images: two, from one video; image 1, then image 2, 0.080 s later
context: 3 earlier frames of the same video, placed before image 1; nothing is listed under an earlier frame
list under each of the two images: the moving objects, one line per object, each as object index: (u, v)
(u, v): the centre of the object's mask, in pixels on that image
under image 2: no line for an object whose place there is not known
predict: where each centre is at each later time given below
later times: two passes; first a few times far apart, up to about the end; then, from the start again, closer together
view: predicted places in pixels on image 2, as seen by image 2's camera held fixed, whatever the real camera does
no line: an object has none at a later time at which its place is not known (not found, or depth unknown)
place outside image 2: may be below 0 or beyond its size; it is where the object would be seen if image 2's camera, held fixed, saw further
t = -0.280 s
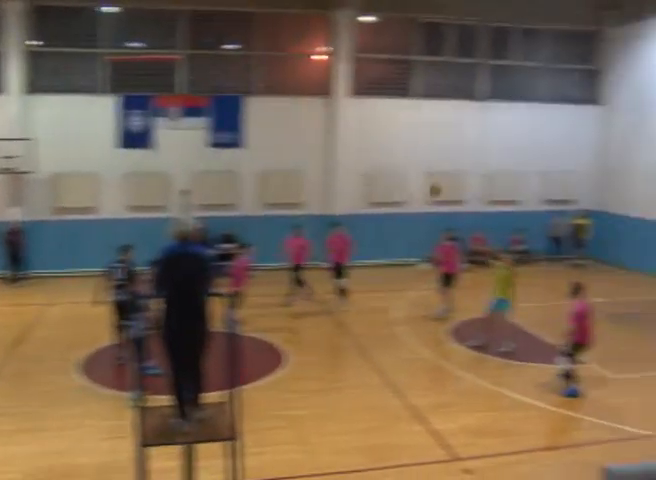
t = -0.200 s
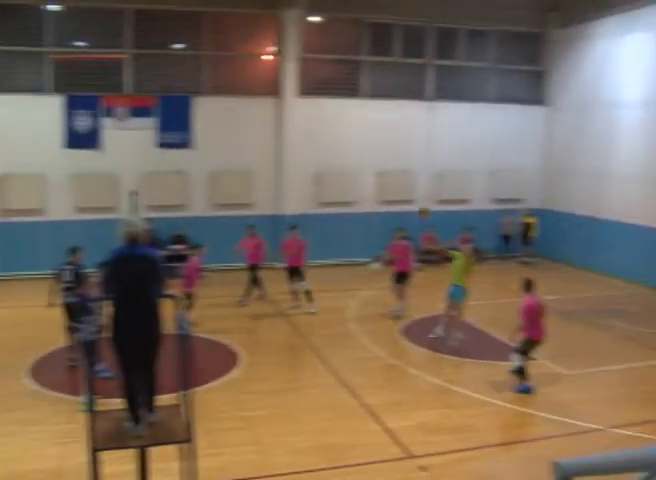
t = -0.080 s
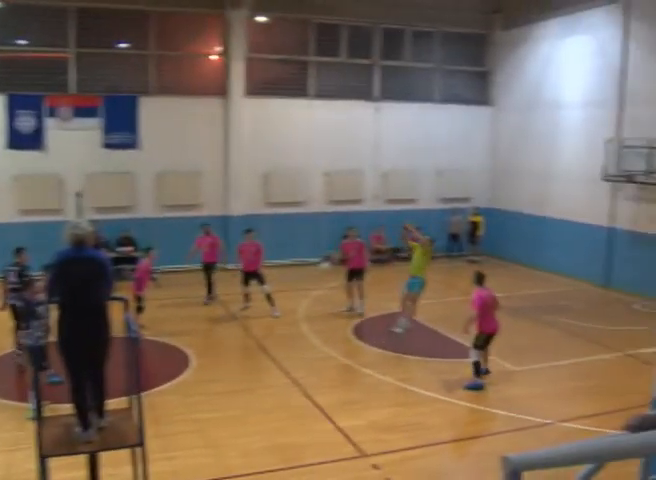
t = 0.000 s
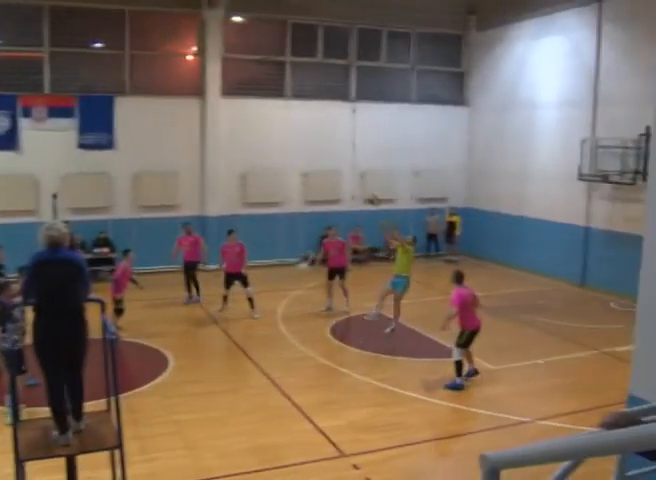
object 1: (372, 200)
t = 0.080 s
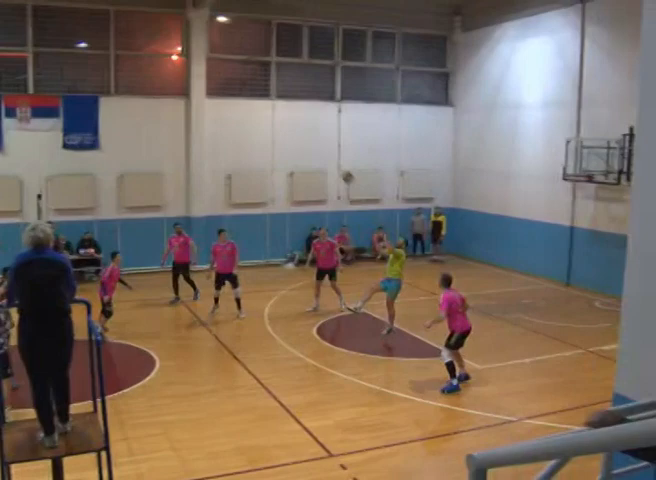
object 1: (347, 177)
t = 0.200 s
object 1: (328, 148)
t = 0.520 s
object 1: (277, 112)
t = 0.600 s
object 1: (265, 112)
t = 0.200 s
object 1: (328, 148)
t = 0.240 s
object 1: (321, 140)
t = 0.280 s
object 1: (314, 133)
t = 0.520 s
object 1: (277, 112)
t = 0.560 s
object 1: (271, 111)
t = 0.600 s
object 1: (265, 112)
